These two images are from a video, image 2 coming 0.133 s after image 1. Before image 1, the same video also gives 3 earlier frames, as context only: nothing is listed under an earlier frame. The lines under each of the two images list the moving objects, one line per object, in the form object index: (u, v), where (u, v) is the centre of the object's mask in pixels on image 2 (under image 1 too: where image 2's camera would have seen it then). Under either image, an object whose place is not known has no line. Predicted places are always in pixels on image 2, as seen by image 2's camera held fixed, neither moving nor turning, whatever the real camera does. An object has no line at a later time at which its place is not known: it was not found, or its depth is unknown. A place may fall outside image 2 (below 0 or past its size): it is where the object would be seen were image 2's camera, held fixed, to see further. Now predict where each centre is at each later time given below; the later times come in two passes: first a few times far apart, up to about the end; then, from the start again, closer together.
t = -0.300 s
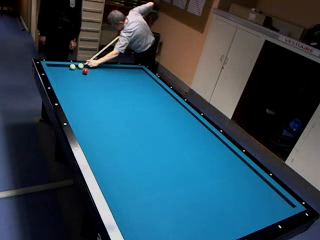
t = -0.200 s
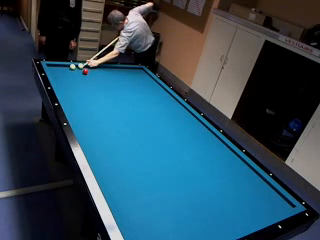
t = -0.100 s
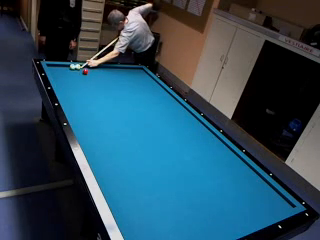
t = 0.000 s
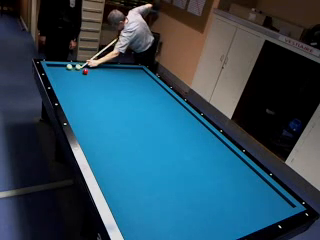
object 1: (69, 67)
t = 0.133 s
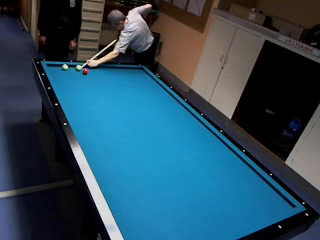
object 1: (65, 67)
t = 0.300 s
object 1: (60, 67)
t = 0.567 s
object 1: (51, 67)
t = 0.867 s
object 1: (55, 68)
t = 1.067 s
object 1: (59, 68)
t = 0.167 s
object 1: (64, 67)
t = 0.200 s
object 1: (63, 67)
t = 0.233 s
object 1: (62, 67)
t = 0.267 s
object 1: (61, 67)
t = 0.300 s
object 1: (60, 67)
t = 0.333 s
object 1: (59, 67)
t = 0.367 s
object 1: (57, 67)
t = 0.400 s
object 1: (56, 67)
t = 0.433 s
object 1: (55, 67)
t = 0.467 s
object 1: (54, 67)
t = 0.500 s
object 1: (53, 67)
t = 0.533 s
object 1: (52, 67)
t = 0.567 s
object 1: (51, 67)
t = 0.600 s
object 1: (51, 67)
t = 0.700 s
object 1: (52, 68)
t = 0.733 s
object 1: (52, 67)
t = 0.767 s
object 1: (53, 68)
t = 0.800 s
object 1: (54, 68)
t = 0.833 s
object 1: (54, 68)
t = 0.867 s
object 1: (55, 68)
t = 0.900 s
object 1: (56, 68)
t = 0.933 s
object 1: (56, 68)
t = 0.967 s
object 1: (57, 68)
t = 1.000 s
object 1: (58, 68)
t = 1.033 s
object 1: (58, 68)
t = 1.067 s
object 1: (59, 68)
